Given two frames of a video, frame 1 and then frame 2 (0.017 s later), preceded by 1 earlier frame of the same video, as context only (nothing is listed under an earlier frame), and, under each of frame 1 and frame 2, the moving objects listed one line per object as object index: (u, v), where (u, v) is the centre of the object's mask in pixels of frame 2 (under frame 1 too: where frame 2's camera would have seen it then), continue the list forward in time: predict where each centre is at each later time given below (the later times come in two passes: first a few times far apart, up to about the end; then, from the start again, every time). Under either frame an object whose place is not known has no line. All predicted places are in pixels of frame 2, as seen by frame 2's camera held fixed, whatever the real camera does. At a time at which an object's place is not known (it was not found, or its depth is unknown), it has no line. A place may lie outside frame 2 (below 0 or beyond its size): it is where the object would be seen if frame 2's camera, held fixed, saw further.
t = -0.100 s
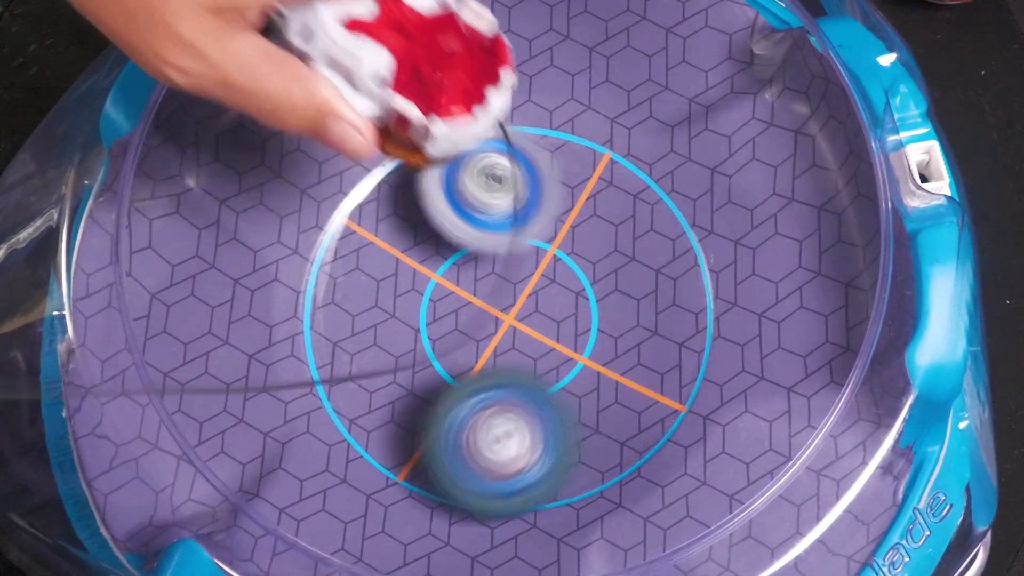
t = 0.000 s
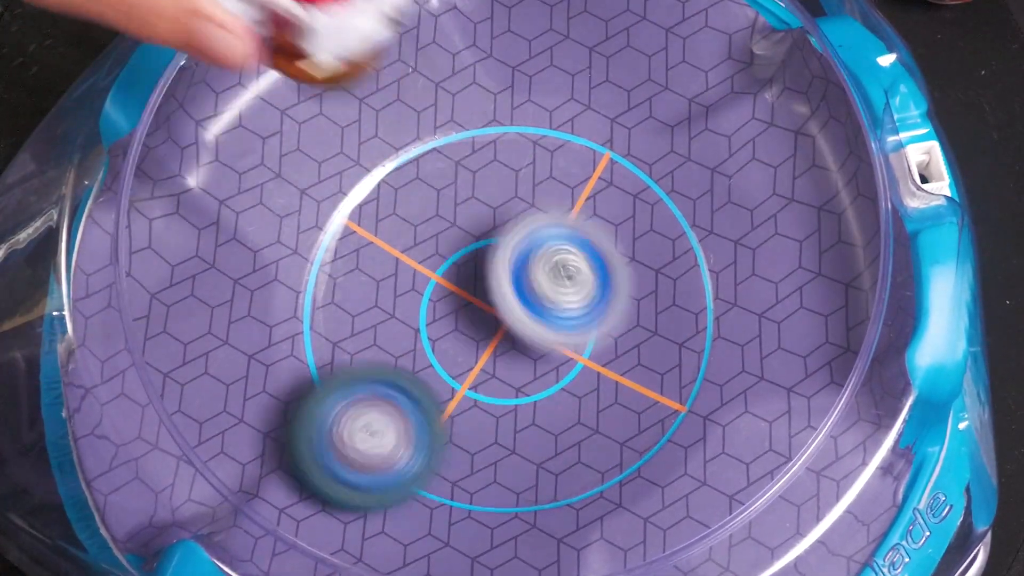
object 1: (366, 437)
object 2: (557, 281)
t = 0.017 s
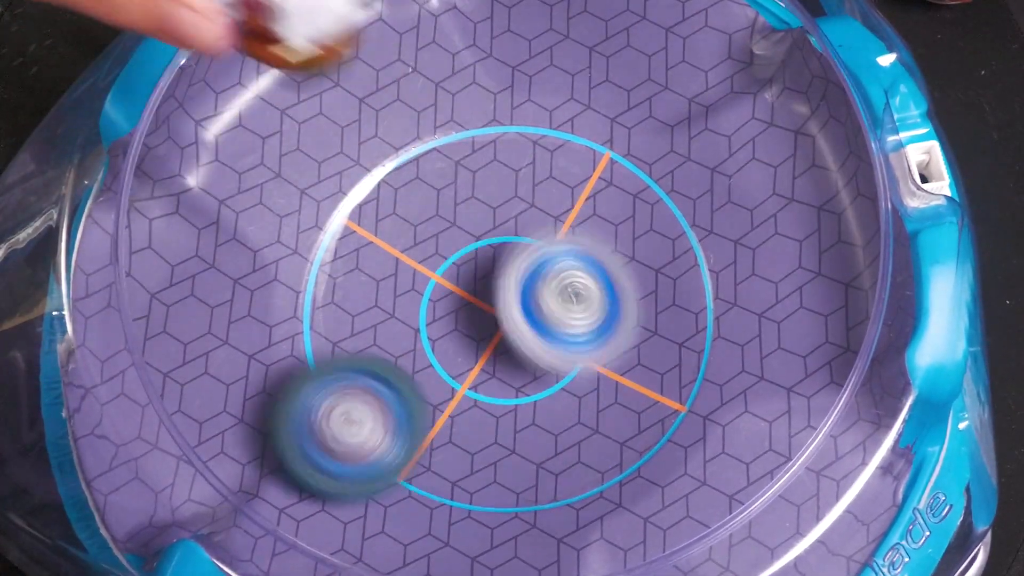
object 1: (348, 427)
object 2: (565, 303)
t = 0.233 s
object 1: (295, 194)
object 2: (512, 540)
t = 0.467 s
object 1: (567, 141)
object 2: (325, 431)
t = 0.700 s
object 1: (624, 412)
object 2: (452, 173)
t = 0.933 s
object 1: (333, 425)
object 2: (747, 283)
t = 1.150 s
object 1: (320, 203)
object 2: (862, 527)
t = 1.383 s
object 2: (826, 538)
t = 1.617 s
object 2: (776, 531)
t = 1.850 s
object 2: (651, 441)
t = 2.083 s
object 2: (478, 306)
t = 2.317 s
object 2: (766, 288)
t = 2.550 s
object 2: (578, 447)
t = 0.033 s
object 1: (331, 413)
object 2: (574, 327)
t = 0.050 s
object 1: (317, 395)
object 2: (578, 350)
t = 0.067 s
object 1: (305, 376)
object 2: (584, 374)
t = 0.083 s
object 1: (293, 358)
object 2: (585, 400)
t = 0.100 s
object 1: (285, 338)
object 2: (583, 422)
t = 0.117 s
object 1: (278, 319)
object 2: (582, 446)
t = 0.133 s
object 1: (274, 300)
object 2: (577, 469)
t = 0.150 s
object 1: (272, 281)
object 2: (571, 488)
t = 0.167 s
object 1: (272, 263)
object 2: (561, 504)
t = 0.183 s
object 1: (274, 244)
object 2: (549, 516)
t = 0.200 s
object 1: (279, 227)
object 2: (536, 524)
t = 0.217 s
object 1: (286, 210)
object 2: (524, 533)
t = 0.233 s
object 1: (295, 194)
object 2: (512, 540)
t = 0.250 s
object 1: (306, 180)
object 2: (491, 546)
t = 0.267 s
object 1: (319, 166)
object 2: (478, 549)
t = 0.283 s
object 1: (334, 154)
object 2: (463, 544)
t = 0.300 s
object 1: (349, 142)
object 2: (450, 539)
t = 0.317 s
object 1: (365, 134)
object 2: (437, 532)
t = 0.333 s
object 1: (384, 126)
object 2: (426, 526)
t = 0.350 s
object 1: (401, 121)
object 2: (412, 520)
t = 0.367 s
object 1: (421, 117)
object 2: (401, 513)
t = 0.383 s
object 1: (443, 115)
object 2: (387, 504)
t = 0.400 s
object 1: (465, 116)
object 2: (376, 492)
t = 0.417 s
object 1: (490, 118)
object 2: (362, 478)
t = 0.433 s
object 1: (517, 122)
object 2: (347, 464)
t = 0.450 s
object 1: (542, 131)
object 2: (337, 448)
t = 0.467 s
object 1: (567, 141)
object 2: (325, 431)
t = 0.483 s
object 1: (586, 154)
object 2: (315, 413)
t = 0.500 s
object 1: (606, 168)
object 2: (310, 393)
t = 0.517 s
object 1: (621, 185)
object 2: (306, 371)
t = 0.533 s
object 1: (634, 204)
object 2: (308, 350)
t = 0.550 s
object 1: (644, 222)
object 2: (309, 327)
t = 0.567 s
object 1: (650, 243)
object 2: (316, 305)
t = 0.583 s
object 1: (656, 264)
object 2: (326, 284)
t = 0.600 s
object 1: (660, 285)
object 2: (338, 264)
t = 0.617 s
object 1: (660, 308)
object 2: (352, 241)
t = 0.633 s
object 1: (657, 329)
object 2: (368, 224)
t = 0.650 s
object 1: (652, 353)
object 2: (388, 208)
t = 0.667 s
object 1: (646, 373)
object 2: (406, 195)
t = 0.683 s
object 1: (636, 393)
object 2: (428, 184)
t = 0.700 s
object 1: (624, 412)
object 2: (452, 173)
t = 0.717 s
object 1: (611, 430)
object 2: (474, 166)
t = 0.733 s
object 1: (595, 446)
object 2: (497, 162)
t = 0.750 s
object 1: (577, 460)
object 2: (523, 157)
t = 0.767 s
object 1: (559, 472)
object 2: (549, 157)
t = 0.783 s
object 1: (538, 479)
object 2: (574, 158)
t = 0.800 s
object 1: (516, 484)
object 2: (598, 163)
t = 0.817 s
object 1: (491, 485)
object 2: (625, 170)
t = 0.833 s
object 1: (468, 485)
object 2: (648, 178)
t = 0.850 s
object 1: (442, 482)
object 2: (669, 189)
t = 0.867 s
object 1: (415, 477)
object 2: (690, 202)
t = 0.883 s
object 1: (392, 468)
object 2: (706, 219)
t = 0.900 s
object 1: (370, 455)
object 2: (720, 241)
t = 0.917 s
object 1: (350, 440)
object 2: (734, 261)
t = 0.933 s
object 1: (333, 425)
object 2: (747, 283)
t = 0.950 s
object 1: (318, 409)
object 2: (758, 306)
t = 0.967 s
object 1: (305, 392)
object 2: (769, 329)
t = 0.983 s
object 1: (295, 376)
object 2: (775, 352)
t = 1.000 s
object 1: (288, 359)
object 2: (776, 375)
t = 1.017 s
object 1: (283, 340)
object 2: (785, 401)
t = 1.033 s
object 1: (281, 323)
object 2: (787, 429)
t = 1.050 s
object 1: (280, 303)
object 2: (793, 446)
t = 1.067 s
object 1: (282, 285)
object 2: (794, 461)
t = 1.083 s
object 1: (286, 268)
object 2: (820, 494)
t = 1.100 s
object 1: (290, 250)
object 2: (832, 504)
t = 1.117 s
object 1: (299, 234)
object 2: (839, 516)
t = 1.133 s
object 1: (309, 217)
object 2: (858, 525)
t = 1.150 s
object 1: (320, 203)
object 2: (862, 527)
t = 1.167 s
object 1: (332, 189)
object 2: (860, 529)
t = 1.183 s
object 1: (350, 176)
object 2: (856, 530)
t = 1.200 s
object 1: (370, 164)
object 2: (851, 530)
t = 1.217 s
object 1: (392, 152)
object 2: (841, 531)
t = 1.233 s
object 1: (418, 141)
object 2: (838, 532)
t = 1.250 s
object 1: (442, 134)
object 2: (836, 532)
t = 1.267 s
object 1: (468, 129)
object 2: (836, 533)
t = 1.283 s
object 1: (493, 127)
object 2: (837, 534)
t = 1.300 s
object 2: (844, 533)
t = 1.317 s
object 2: (842, 533)
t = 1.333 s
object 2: (834, 535)
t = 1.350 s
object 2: (833, 536)
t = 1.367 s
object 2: (831, 537)
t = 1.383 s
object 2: (826, 538)
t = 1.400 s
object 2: (827, 539)
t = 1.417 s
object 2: (825, 539)
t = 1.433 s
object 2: (823, 539)
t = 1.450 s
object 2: (821, 539)
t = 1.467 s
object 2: (817, 539)
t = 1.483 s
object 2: (817, 540)
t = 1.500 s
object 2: (812, 542)
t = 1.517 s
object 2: (808, 537)
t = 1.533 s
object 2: (805, 538)
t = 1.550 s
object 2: (804, 538)
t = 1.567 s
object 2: (799, 537)
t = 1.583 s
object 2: (792, 535)
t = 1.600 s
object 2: (790, 538)
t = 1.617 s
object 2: (776, 531)
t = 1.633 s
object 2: (765, 528)
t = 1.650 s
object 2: (755, 524)
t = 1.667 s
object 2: (738, 515)
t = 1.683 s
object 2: (733, 514)
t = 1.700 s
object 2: (727, 510)
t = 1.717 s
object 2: (721, 507)
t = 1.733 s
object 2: (713, 503)
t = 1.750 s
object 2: (704, 495)
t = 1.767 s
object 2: (697, 485)
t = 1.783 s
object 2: (688, 476)
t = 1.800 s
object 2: (680, 467)
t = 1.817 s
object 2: (672, 459)
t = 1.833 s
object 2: (662, 449)
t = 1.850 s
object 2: (651, 441)
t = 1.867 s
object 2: (639, 432)
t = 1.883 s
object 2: (624, 424)
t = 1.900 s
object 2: (606, 418)
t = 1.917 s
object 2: (590, 411)
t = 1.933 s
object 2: (571, 405)
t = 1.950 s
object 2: (553, 400)
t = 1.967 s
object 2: (533, 391)
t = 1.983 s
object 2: (513, 382)
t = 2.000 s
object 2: (495, 370)
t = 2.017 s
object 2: (479, 357)
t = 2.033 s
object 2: (471, 344)
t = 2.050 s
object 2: (472, 333)
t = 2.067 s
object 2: (475, 320)
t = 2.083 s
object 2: (478, 306)
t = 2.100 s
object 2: (483, 292)
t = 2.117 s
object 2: (490, 278)
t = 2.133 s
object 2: (499, 264)
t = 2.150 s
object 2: (509, 251)
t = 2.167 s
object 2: (520, 239)
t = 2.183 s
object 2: (533, 228)
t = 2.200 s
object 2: (546, 219)
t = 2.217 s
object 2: (566, 216)
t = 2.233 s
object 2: (605, 225)
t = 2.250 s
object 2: (651, 236)
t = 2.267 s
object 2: (686, 245)
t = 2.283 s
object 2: (716, 256)
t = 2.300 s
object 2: (742, 271)
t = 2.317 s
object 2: (766, 288)
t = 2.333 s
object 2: (787, 304)
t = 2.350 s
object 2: (798, 318)
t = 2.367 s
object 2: (809, 337)
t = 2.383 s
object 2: (791, 346)
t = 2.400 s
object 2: (773, 358)
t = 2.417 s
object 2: (754, 371)
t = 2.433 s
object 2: (731, 386)
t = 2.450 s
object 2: (710, 397)
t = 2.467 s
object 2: (690, 409)
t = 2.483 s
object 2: (667, 421)
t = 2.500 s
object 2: (646, 430)
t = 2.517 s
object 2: (623, 440)
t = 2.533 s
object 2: (599, 446)
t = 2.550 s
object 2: (578, 447)
